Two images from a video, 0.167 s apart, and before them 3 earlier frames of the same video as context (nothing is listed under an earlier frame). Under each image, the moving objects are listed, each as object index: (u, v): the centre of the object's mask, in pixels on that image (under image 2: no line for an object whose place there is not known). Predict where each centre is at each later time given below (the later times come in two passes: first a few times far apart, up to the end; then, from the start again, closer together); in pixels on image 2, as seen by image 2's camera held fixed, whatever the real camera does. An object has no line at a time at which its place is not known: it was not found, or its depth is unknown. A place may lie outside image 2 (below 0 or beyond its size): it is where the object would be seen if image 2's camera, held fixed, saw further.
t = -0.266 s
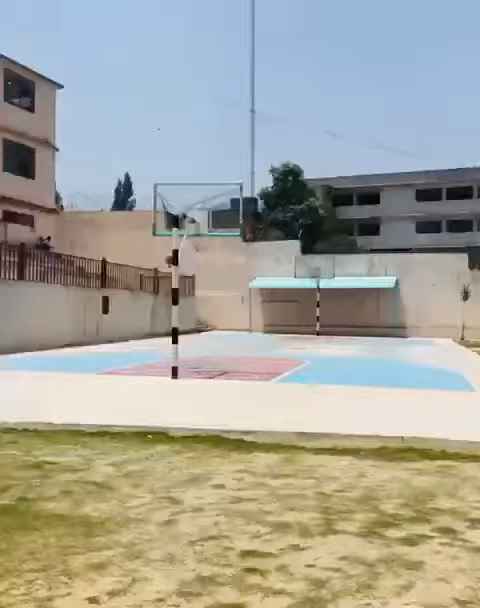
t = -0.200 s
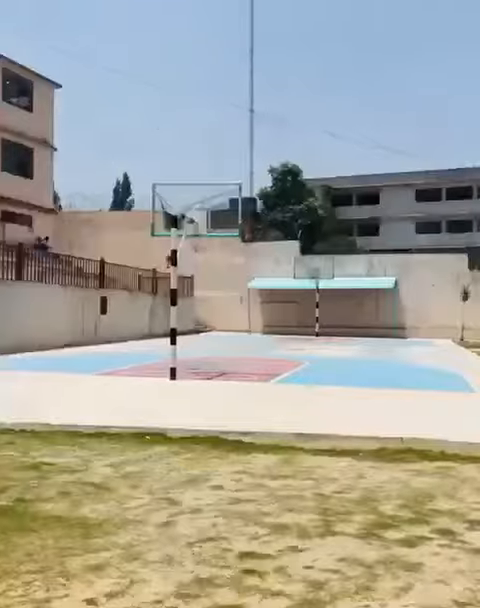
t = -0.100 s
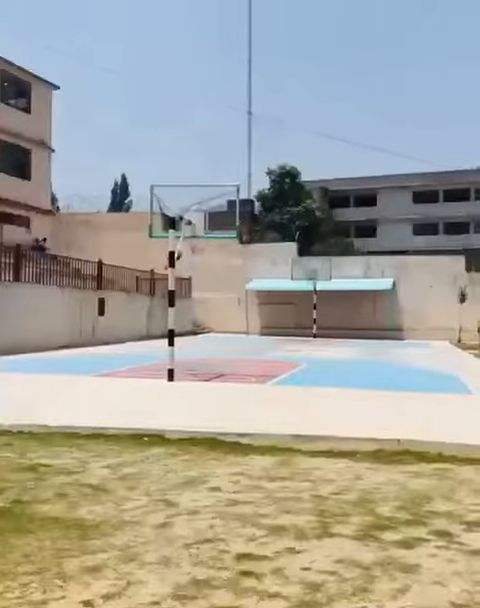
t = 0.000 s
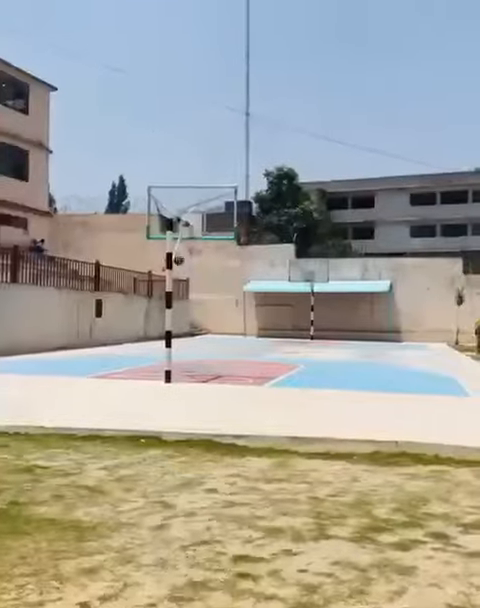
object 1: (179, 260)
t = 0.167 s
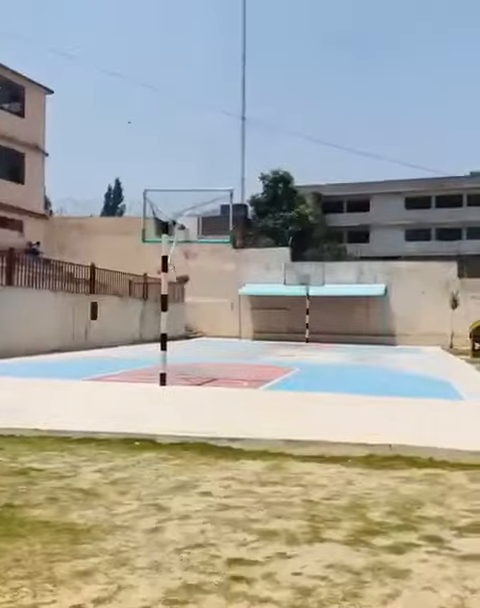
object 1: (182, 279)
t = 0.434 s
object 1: (195, 332)
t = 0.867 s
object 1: (219, 309)
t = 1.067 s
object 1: (231, 288)
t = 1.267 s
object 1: (243, 288)
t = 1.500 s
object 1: (255, 314)
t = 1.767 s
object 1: (272, 384)
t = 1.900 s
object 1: (281, 351)
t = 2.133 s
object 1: (296, 310)
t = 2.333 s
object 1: (309, 303)
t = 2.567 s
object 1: (327, 325)
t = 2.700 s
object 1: (337, 356)
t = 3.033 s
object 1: (363, 350)
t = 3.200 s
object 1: (376, 328)
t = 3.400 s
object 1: (394, 329)
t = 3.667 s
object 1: (420, 373)
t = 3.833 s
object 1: (439, 403)
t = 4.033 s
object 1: (459, 364)
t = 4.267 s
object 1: (480, 348)
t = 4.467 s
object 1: (514, 371)
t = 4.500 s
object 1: (518, 378)
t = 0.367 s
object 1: (192, 315)
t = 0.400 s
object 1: (193, 323)
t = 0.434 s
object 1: (195, 332)
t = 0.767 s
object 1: (214, 327)
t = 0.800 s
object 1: (216, 321)
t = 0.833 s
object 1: (218, 314)
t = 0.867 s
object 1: (219, 309)
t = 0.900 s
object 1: (221, 305)
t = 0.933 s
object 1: (223, 300)
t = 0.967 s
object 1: (225, 296)
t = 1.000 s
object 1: (227, 293)
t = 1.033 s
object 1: (229, 290)
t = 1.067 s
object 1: (231, 288)
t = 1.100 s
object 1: (233, 287)
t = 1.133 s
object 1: (234, 286)
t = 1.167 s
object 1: (236, 285)
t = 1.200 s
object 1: (238, 286)
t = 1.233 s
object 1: (240, 286)
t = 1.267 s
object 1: (243, 288)
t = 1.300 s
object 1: (245, 289)
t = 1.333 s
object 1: (247, 293)
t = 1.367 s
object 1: (248, 296)
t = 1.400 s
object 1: (250, 300)
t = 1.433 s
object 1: (250, 302)
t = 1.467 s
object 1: (253, 308)
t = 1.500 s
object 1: (255, 314)
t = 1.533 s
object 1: (257, 320)
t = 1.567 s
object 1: (258, 327)
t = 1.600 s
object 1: (261, 334)
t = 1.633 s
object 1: (264, 342)
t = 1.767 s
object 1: (272, 384)
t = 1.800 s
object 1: (274, 376)
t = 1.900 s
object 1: (281, 351)
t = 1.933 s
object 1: (283, 342)
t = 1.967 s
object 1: (285, 335)
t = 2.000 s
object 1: (286, 329)
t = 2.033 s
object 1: (288, 323)
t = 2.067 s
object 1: (291, 318)
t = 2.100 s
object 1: (294, 314)
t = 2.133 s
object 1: (296, 310)
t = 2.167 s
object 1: (298, 308)
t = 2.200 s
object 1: (300, 306)
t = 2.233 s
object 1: (303, 304)
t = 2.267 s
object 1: (304, 304)
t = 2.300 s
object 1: (307, 303)
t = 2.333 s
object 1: (309, 303)
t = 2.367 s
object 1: (312, 306)
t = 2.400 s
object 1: (315, 307)
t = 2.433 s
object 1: (317, 310)
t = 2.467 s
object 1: (319, 313)
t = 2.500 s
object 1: (322, 316)
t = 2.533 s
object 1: (325, 321)
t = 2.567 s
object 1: (327, 325)
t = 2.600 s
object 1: (329, 331)
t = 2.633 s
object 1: (332, 339)
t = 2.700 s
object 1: (337, 356)
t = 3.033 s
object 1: (363, 350)
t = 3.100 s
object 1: (367, 339)
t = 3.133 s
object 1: (370, 335)
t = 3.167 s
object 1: (373, 332)
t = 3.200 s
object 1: (376, 328)
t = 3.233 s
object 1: (378, 327)
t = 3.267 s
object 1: (382, 326)
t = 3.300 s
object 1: (385, 326)
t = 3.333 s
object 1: (388, 327)
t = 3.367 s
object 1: (391, 327)
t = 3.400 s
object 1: (394, 329)
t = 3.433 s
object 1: (396, 331)
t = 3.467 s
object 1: (399, 335)
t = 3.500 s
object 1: (403, 340)
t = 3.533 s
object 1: (405, 344)
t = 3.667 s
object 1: (420, 373)
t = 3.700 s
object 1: (426, 383)
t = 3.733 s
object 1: (429, 392)
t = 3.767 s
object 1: (432, 403)
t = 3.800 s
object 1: (436, 414)
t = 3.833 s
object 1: (439, 403)
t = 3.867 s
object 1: (442, 395)
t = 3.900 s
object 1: (446, 387)
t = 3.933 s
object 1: (449, 380)
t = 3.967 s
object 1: (453, 373)
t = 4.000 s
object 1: (456, 368)
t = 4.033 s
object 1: (459, 364)
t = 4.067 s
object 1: (462, 360)
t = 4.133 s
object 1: (470, 353)
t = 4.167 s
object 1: (473, 349)
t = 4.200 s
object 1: (476, 348)
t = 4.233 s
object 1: (479, 349)
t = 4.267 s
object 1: (480, 348)
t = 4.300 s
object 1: (489, 349)
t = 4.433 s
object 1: (508, 364)
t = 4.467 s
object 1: (514, 371)
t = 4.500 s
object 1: (518, 378)
